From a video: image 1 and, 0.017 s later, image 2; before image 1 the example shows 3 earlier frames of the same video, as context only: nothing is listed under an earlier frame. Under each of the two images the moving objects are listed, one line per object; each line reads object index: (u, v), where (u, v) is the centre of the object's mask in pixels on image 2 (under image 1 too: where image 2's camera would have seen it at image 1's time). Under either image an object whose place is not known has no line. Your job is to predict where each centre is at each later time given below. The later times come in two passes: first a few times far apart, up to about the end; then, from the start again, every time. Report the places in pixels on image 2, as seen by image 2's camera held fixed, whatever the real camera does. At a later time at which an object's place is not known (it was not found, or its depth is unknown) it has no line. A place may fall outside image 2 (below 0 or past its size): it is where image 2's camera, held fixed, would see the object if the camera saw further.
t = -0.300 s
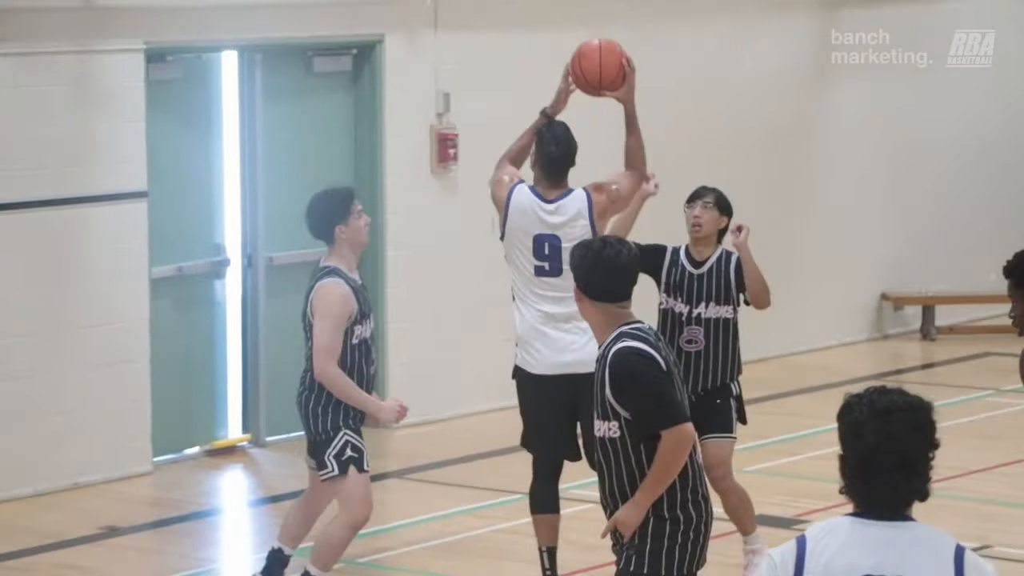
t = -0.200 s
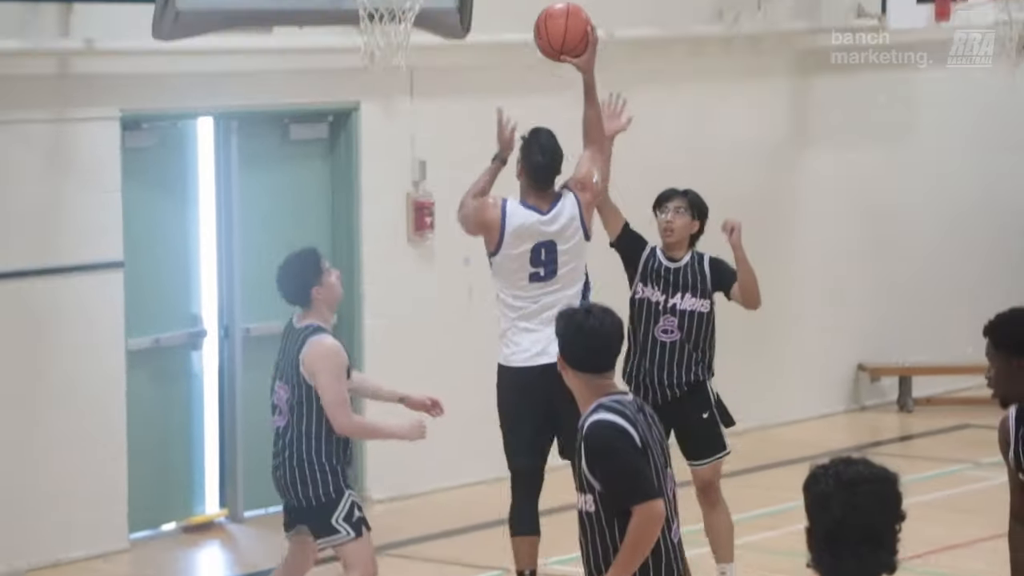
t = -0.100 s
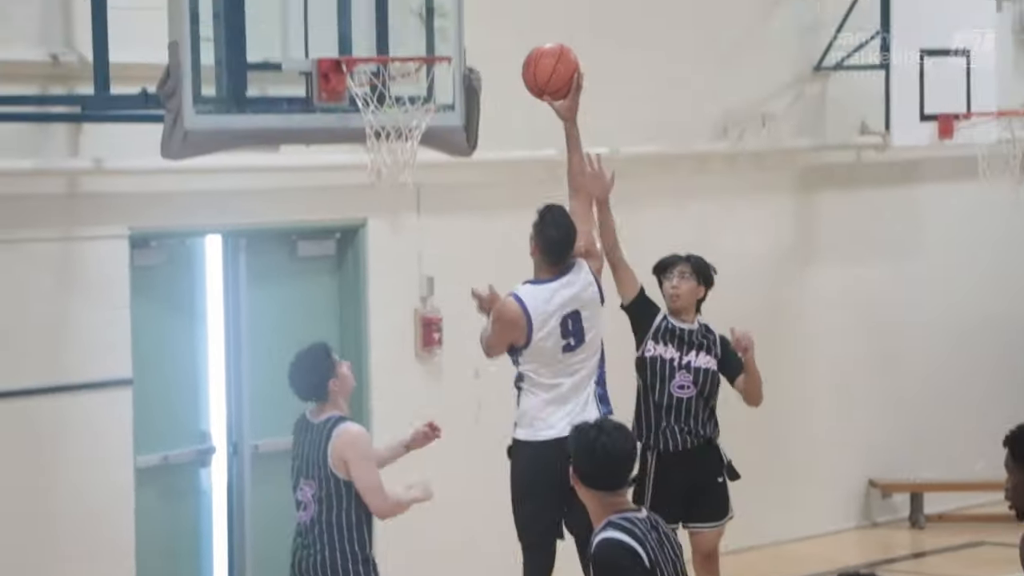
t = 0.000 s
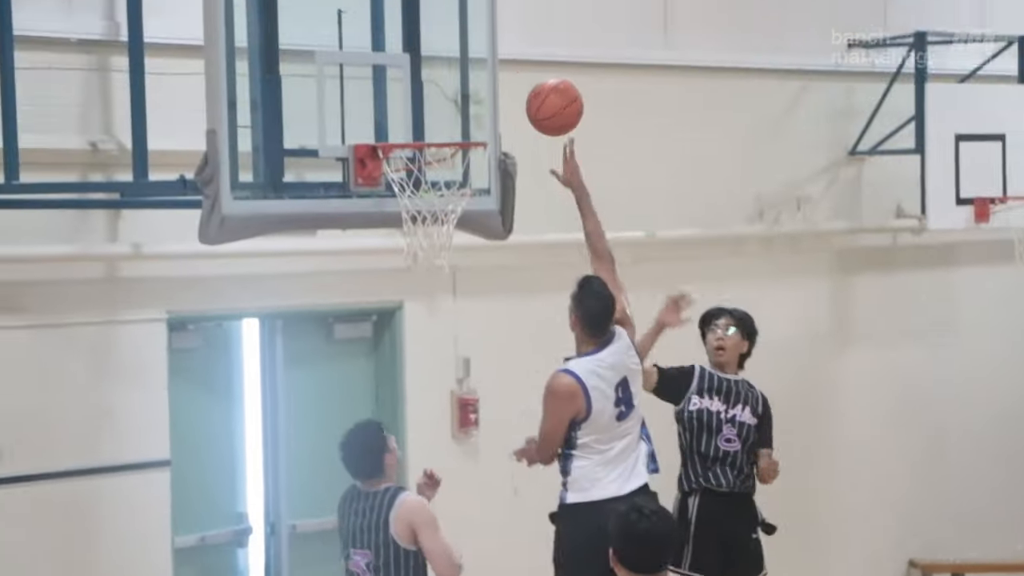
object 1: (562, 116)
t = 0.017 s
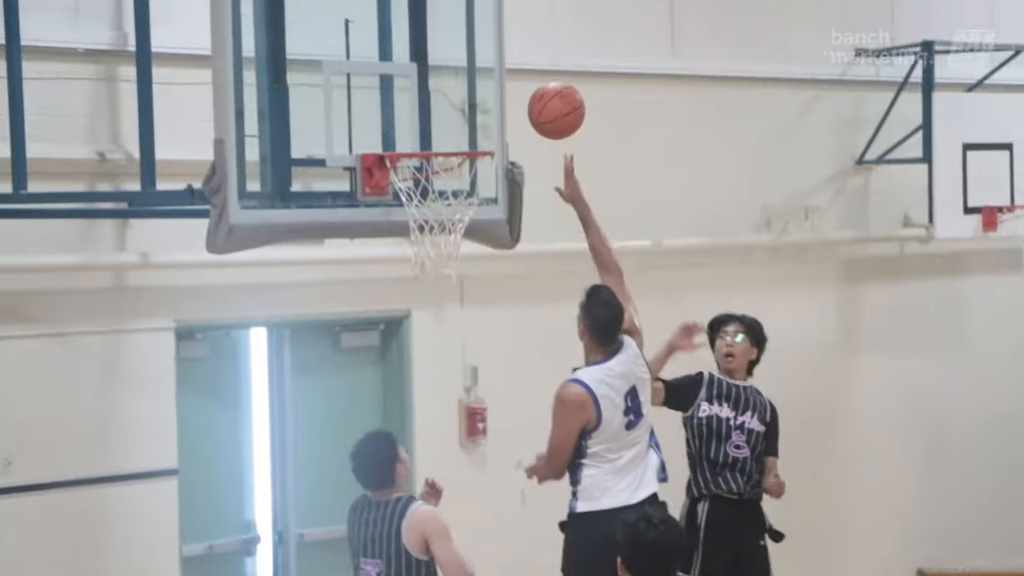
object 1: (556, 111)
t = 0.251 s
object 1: (485, 101)
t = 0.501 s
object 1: (413, 134)
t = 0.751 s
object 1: (462, 129)
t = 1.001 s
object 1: (462, 134)
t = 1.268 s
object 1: (404, 208)
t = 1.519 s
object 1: (406, 322)
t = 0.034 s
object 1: (551, 106)
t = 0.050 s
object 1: (545, 101)
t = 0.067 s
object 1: (540, 97)
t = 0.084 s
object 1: (535, 95)
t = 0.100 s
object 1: (529, 93)
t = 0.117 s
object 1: (525, 91)
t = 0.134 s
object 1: (519, 90)
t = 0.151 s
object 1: (514, 90)
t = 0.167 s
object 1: (509, 90)
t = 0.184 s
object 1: (504, 91)
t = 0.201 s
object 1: (500, 92)
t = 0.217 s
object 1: (495, 94)
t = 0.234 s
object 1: (490, 97)
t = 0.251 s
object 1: (485, 101)
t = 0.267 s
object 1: (481, 105)
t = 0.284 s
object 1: (476, 110)
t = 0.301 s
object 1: (471, 115)
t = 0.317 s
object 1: (467, 121)
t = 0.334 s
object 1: (462, 126)
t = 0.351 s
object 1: (457, 131)
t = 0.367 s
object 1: (453, 134)
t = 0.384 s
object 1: (447, 133)
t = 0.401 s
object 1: (440, 132)
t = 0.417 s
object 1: (433, 133)
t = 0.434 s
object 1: (427, 133)
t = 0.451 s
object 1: (421, 137)
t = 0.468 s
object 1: (415, 139)
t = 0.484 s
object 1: (410, 136)
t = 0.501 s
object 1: (413, 134)
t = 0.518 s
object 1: (416, 133)
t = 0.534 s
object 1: (420, 132)
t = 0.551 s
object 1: (423, 133)
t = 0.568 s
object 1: (425, 134)
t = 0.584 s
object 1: (429, 132)
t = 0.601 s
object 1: (432, 132)
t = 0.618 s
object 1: (435, 131)
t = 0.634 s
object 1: (439, 130)
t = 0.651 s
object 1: (443, 129)
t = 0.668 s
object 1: (447, 128)
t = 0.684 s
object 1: (450, 128)
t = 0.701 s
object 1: (454, 127)
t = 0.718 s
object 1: (458, 128)
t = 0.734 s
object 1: (461, 129)
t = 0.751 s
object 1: (462, 129)
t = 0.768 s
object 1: (464, 128)
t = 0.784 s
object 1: (466, 128)
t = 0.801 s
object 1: (468, 128)
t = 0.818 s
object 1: (469, 128)
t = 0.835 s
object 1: (470, 128)
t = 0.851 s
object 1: (470, 128)
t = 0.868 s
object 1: (471, 128)
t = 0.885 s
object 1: (471, 129)
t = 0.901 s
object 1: (471, 129)
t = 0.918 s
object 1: (470, 130)
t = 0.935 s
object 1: (470, 130)
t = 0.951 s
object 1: (468, 131)
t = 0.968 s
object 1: (466, 132)
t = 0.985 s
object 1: (464, 133)
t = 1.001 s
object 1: (462, 134)
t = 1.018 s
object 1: (459, 143)
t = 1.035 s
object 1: (456, 146)
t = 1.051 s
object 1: (454, 149)
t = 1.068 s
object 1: (451, 153)
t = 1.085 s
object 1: (446, 158)
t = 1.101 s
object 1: (442, 160)
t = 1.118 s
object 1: (439, 162)
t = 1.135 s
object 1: (434, 167)
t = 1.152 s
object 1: (430, 171)
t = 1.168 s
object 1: (424, 176)
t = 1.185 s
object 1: (420, 181)
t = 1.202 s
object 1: (416, 186)
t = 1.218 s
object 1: (412, 191)
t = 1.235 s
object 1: (408, 197)
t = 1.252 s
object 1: (406, 204)
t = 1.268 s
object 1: (404, 208)
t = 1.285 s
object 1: (403, 214)
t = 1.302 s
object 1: (401, 218)
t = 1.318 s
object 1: (401, 222)
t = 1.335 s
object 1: (401, 228)
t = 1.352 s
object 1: (402, 233)
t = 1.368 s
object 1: (403, 236)
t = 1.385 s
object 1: (402, 244)
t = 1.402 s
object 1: (402, 252)
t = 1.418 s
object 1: (403, 261)
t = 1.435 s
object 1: (402, 274)
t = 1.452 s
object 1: (403, 281)
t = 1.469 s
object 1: (404, 289)
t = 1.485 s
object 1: (404, 299)
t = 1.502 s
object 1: (405, 311)
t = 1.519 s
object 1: (406, 322)
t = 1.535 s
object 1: (406, 335)
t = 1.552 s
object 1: (406, 348)
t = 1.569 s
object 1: (406, 362)
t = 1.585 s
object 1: (406, 376)
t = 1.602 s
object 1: (406, 391)
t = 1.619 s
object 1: (407, 407)
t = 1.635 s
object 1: (405, 422)
